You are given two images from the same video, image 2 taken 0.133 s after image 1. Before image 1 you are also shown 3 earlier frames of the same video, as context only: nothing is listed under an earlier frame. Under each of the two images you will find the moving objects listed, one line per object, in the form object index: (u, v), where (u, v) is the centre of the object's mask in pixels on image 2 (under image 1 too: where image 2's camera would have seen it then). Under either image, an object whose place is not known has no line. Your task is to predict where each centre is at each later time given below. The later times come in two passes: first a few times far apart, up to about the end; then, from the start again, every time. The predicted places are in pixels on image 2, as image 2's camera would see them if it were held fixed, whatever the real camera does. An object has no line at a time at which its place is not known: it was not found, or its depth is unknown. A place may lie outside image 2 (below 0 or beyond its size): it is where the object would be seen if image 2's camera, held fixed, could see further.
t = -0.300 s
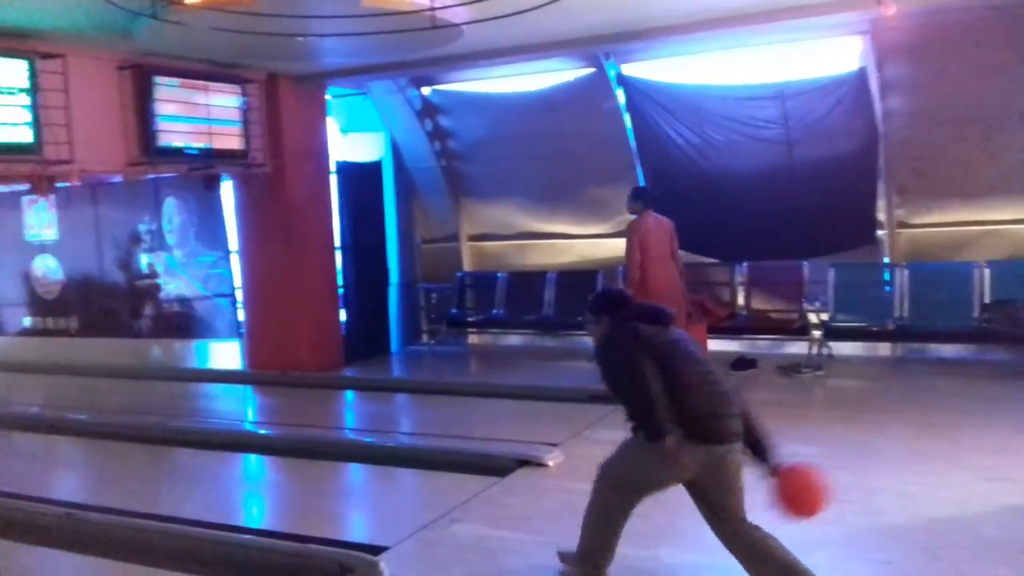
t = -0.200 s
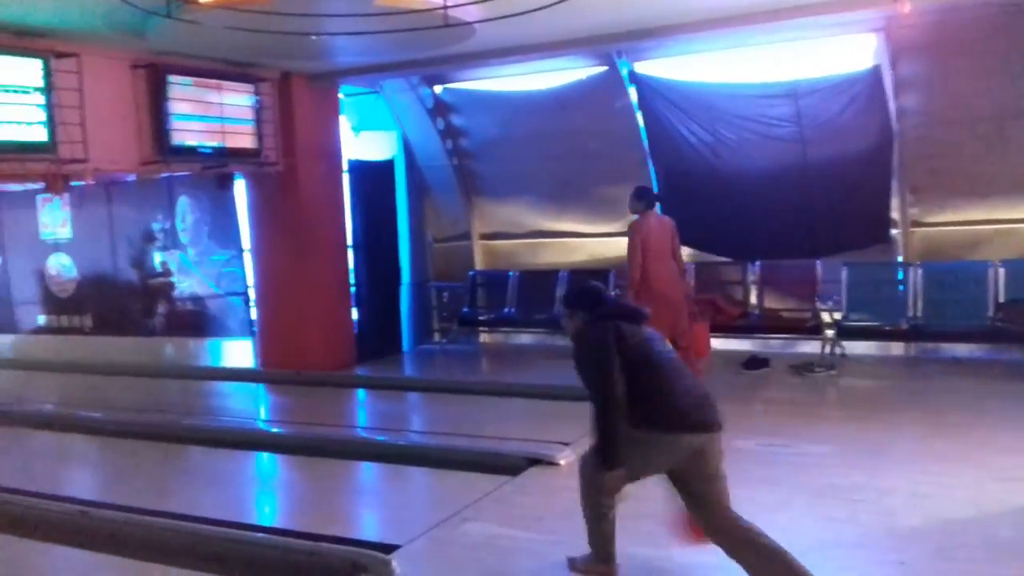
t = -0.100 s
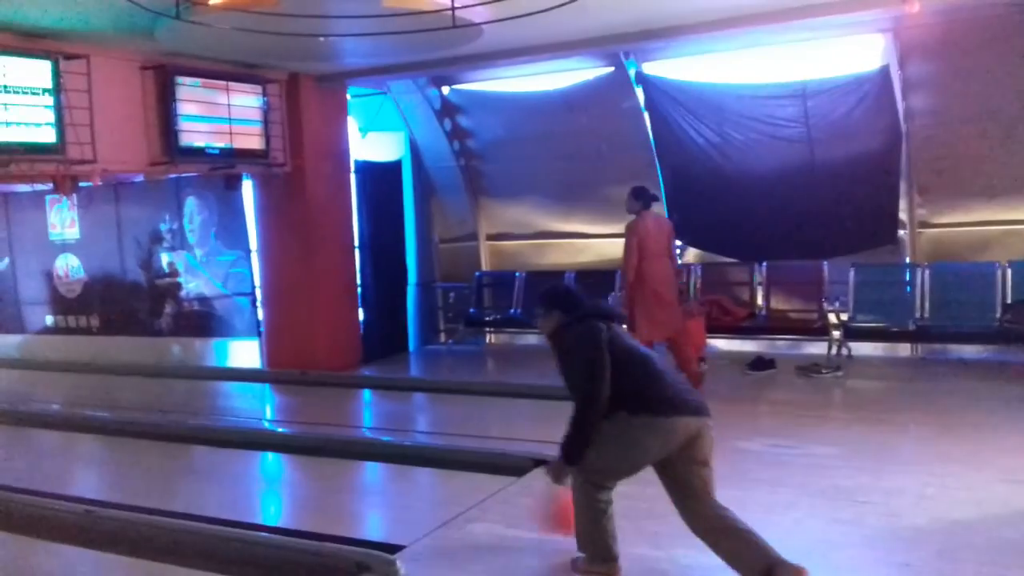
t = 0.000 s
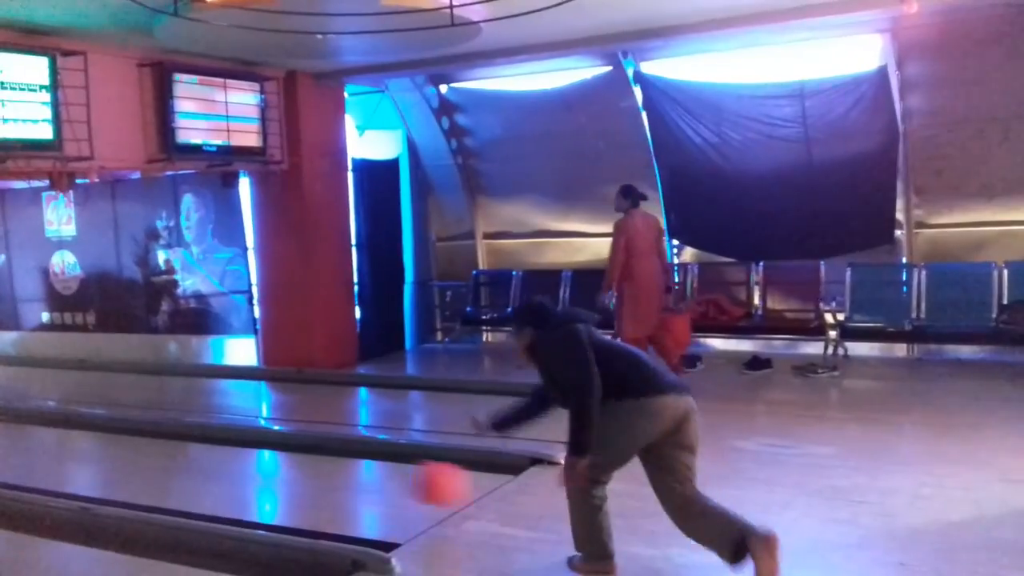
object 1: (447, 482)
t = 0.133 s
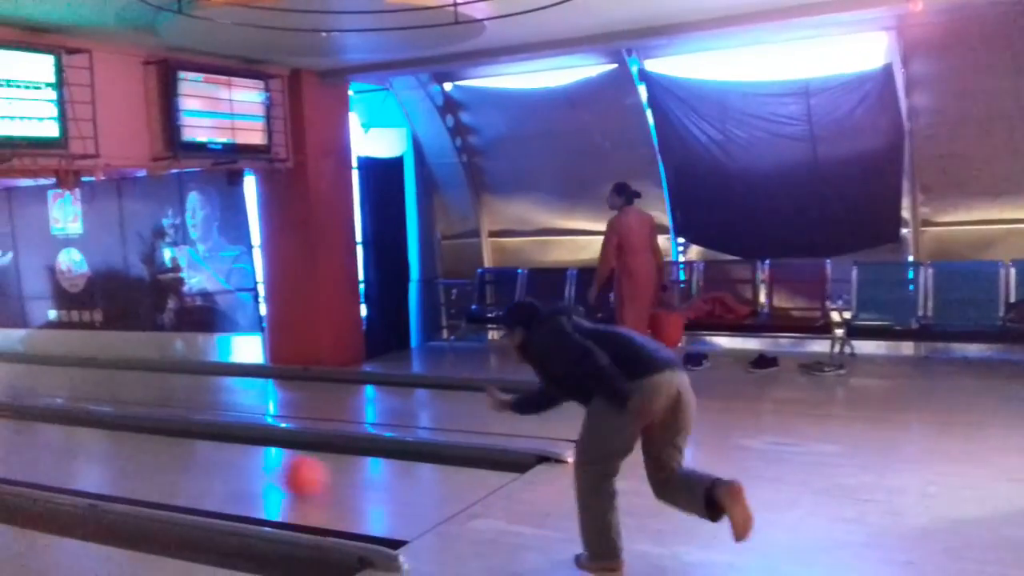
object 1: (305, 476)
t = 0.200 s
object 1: (240, 468)
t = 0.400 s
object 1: (90, 446)
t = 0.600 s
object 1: (-29, 429)
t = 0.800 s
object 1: (-125, 415)
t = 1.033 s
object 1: (-212, 403)
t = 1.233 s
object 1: (-271, 394)
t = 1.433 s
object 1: (-322, 387)
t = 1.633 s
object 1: (-363, 381)
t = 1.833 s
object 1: (-399, 376)
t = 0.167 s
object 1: (270, 471)
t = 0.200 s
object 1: (240, 468)
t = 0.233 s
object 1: (212, 464)
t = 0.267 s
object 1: (186, 461)
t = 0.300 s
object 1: (161, 457)
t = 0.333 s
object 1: (135, 453)
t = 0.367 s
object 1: (113, 449)
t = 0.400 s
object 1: (90, 446)
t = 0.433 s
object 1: (68, 442)
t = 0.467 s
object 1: (48, 440)
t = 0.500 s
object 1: (28, 437)
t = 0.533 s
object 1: (7, 434)
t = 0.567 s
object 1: (-11, 431)
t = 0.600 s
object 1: (-29, 429)
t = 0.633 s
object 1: (-47, 427)
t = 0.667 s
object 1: (-63, 425)
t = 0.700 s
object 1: (-79, 422)
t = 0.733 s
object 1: (-95, 420)
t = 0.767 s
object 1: (-110, 418)
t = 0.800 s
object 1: (-125, 415)
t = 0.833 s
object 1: (-139, 413)
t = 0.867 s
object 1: (-152, 411)
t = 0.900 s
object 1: (-164, 410)
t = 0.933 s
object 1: (-178, 407)
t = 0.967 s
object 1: (-190, 406)
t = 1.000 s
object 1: (-202, 405)
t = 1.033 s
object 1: (-212, 403)
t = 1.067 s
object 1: (-223, 401)
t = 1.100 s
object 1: (-232, 400)
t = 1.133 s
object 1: (-243, 399)
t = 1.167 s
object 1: (-252, 397)
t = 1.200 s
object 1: (-262, 395)
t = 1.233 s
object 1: (-271, 394)
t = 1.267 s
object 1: (-281, 392)
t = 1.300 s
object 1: (-289, 390)
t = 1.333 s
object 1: (-298, 390)
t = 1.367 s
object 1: (-306, 389)
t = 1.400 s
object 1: (-314, 388)
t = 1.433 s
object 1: (-322, 387)
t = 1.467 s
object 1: (-330, 386)
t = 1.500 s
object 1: (-335, 384)
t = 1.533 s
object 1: (-343, 383)
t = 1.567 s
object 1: (-349, 382)
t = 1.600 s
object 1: (-356, 382)
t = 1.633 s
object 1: (-363, 381)
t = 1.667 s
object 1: (-369, 380)
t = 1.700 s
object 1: (-376, 379)
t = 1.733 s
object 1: (-382, 379)
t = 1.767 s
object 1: (-387, 377)
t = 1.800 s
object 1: (-393, 377)
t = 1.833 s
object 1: (-399, 376)
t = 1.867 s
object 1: (-403, 375)
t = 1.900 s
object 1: (-410, 374)
